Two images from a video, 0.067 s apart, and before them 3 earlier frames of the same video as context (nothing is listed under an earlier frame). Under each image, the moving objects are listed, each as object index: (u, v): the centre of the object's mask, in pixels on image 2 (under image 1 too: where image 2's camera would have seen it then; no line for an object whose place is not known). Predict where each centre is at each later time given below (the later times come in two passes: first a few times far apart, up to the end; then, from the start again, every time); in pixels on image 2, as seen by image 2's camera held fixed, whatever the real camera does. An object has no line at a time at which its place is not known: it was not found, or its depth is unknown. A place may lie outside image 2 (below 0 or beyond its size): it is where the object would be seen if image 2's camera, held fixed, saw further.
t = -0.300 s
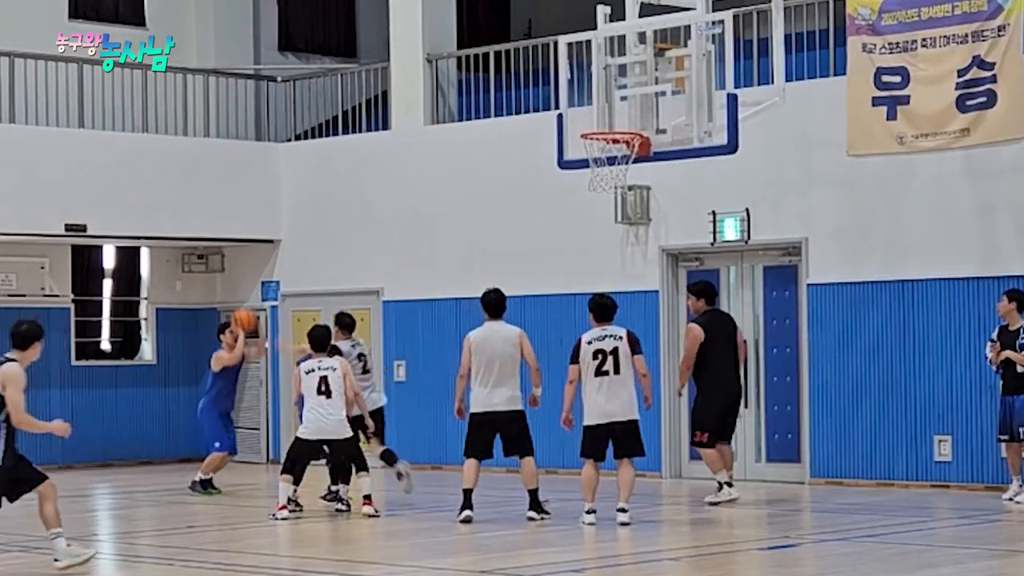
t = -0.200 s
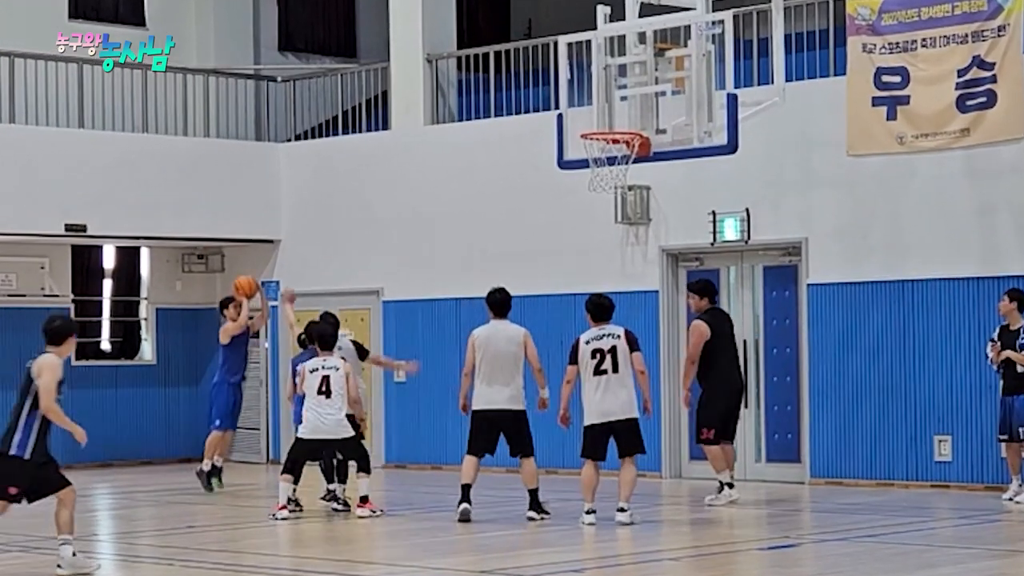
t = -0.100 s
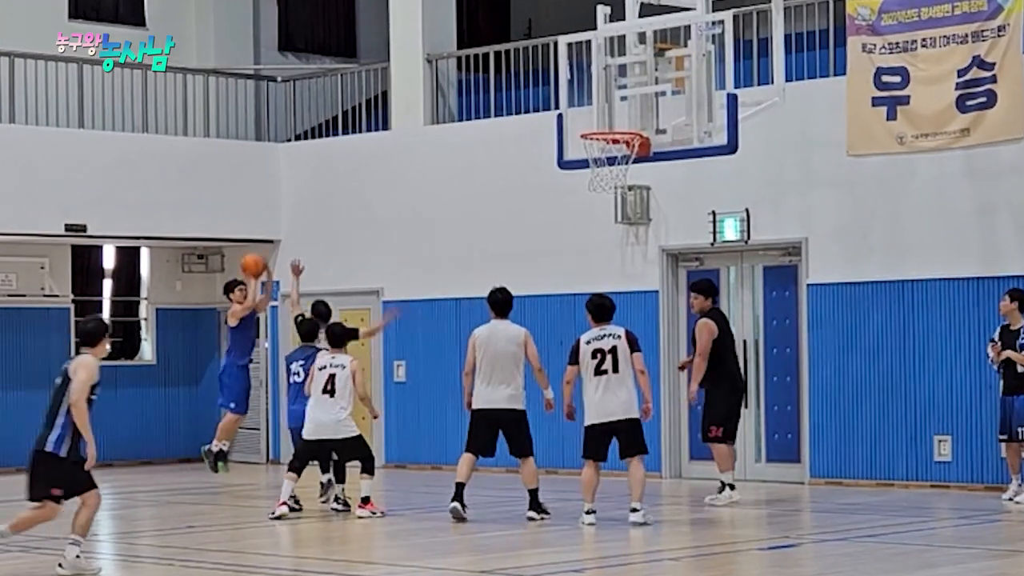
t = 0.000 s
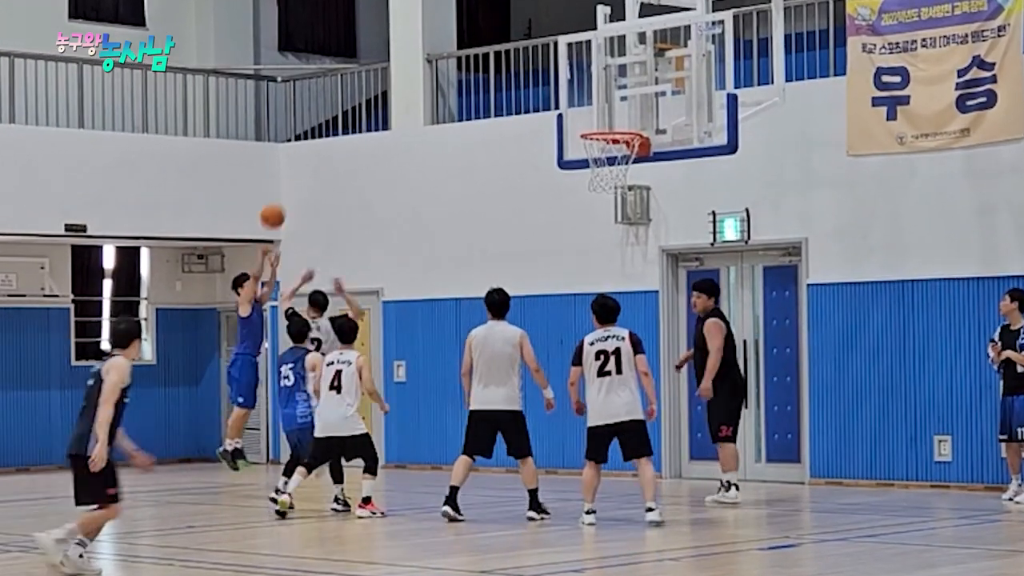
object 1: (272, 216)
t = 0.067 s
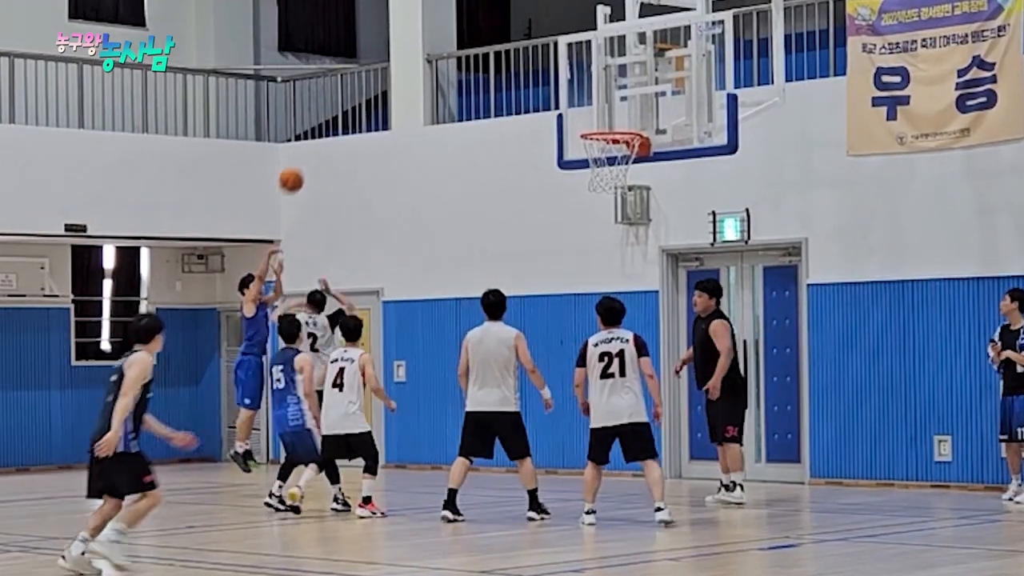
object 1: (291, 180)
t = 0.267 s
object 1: (348, 96)
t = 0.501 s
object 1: (422, 47)
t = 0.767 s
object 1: (513, 65)
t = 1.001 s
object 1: (571, 102)
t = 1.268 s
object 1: (548, 64)
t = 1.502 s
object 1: (528, 104)
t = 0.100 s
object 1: (300, 163)
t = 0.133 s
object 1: (310, 147)
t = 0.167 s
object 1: (319, 132)
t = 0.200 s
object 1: (329, 119)
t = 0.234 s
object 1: (338, 107)
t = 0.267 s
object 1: (348, 96)
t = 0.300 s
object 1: (358, 86)
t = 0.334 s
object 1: (369, 76)
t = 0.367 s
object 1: (379, 68)
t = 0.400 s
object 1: (389, 62)
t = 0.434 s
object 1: (400, 55)
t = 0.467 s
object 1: (411, 51)
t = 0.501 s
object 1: (422, 47)
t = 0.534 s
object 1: (433, 45)
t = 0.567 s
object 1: (444, 44)
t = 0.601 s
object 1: (455, 44)
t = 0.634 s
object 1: (467, 45)
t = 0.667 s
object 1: (478, 49)
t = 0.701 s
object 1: (489, 53)
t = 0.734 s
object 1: (501, 58)
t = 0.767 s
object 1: (513, 65)
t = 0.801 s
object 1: (525, 74)
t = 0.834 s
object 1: (537, 84)
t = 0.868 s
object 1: (549, 95)
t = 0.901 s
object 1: (562, 107)
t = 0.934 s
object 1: (574, 121)
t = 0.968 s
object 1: (574, 112)
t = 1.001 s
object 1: (571, 102)
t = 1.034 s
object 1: (568, 92)
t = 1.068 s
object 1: (565, 84)
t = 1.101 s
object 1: (562, 78)
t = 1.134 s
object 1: (559, 72)
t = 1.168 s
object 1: (557, 68)
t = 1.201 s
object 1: (554, 65)
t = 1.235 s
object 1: (551, 64)
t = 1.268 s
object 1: (548, 64)
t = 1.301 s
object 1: (545, 65)
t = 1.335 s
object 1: (542, 68)
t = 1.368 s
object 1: (539, 72)
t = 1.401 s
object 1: (536, 78)
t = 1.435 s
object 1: (534, 85)
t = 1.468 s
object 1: (531, 94)
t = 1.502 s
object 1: (528, 104)
